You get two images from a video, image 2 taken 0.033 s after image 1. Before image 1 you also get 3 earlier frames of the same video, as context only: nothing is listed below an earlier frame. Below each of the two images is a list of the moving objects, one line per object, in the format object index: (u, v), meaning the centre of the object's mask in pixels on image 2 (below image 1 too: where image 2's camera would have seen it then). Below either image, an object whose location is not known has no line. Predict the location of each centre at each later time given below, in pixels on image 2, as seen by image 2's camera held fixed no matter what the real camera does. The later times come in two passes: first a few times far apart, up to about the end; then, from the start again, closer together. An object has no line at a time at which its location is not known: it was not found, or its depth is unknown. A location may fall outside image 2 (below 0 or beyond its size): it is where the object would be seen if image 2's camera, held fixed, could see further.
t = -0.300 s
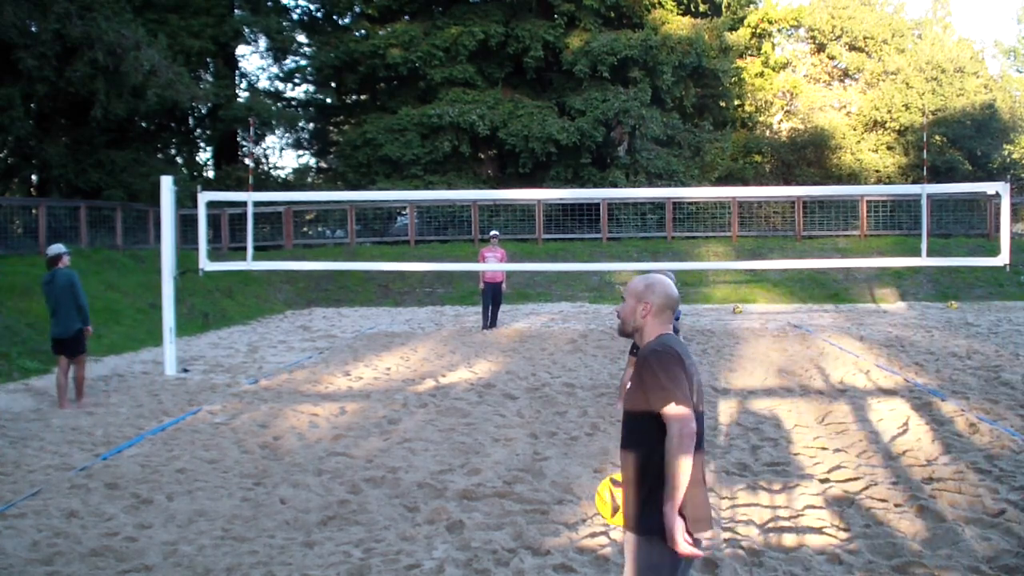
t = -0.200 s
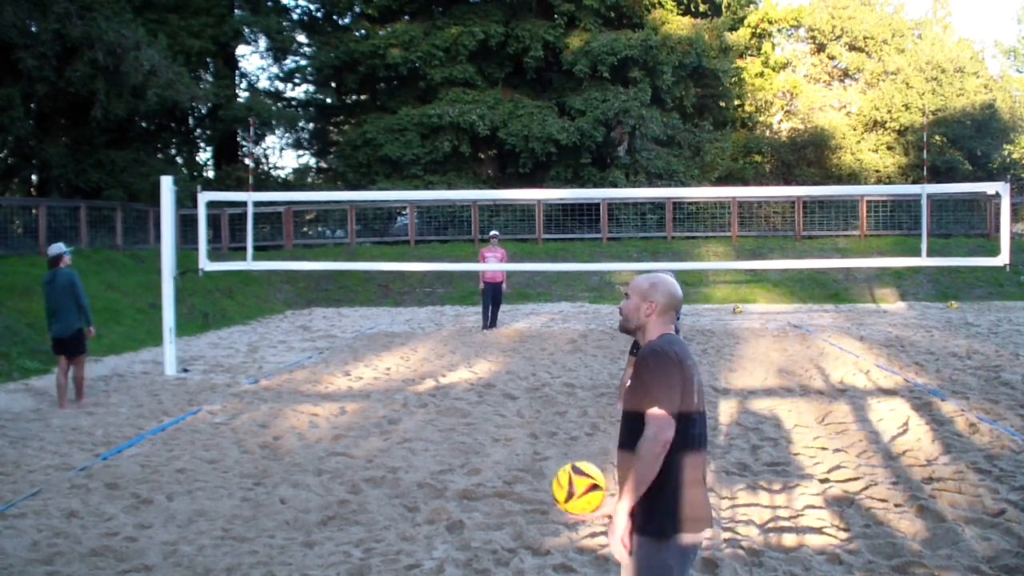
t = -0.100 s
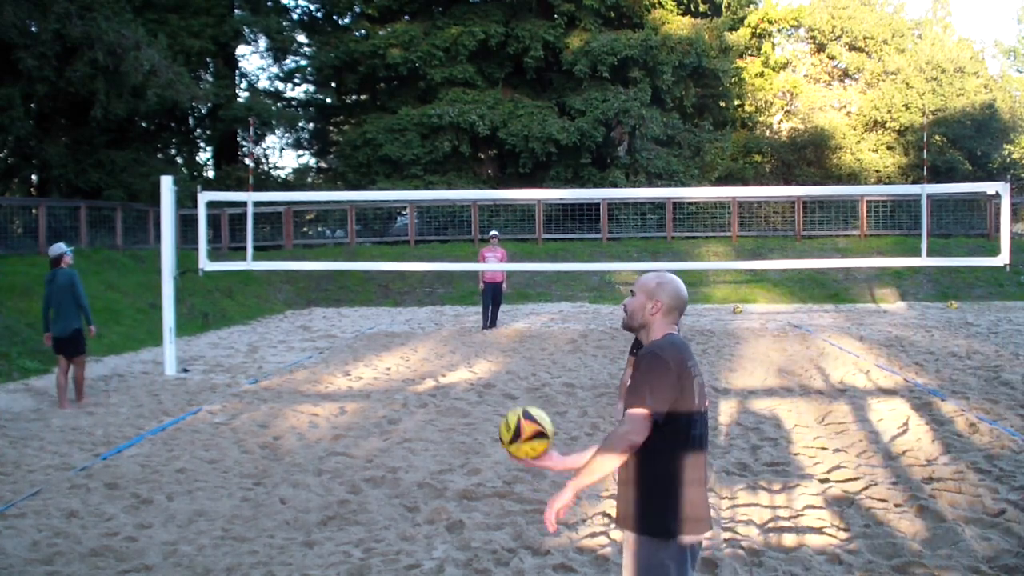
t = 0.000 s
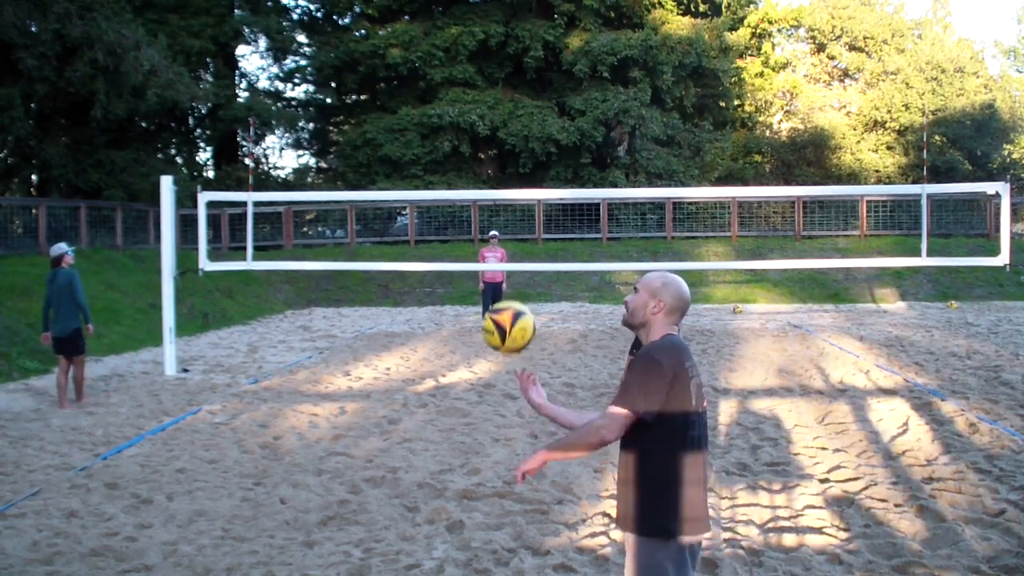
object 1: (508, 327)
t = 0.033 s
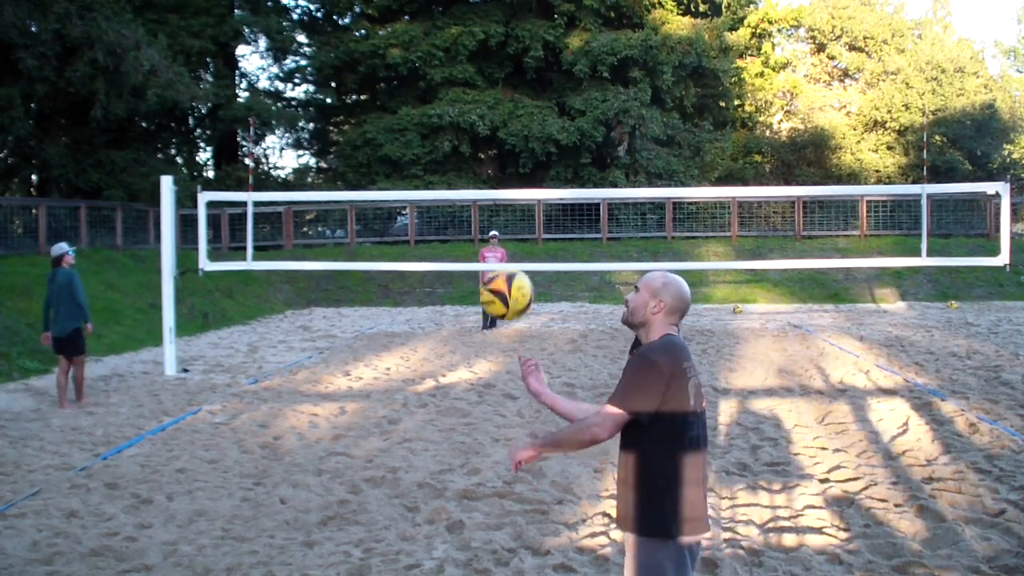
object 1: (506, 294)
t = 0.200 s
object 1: (496, 166)
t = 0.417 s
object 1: (485, 100)
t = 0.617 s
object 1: (474, 140)
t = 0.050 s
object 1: (505, 279)
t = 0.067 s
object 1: (504, 263)
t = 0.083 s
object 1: (503, 248)
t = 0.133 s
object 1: (500, 209)
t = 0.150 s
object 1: (499, 197)
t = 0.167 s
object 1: (498, 185)
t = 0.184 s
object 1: (497, 175)
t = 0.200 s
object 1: (496, 166)
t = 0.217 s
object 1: (495, 157)
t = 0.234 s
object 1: (494, 149)
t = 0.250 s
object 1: (493, 141)
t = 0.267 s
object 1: (492, 134)
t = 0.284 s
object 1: (491, 127)
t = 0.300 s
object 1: (490, 122)
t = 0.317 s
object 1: (489, 117)
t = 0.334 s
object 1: (488, 112)
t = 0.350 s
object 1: (488, 108)
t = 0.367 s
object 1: (487, 105)
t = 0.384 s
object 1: (486, 102)
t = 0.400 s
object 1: (485, 101)
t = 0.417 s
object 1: (485, 100)
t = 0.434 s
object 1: (484, 99)
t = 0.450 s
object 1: (483, 99)
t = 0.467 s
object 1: (482, 100)
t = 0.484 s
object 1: (481, 102)
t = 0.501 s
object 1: (480, 104)
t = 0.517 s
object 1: (479, 107)
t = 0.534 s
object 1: (478, 111)
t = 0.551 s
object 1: (477, 115)
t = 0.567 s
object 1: (476, 120)
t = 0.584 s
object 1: (475, 127)
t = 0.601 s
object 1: (475, 133)
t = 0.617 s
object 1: (474, 140)
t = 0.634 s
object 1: (473, 148)
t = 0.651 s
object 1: (472, 156)
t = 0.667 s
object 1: (471, 165)
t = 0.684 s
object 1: (470, 176)
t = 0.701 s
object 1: (470, 186)
